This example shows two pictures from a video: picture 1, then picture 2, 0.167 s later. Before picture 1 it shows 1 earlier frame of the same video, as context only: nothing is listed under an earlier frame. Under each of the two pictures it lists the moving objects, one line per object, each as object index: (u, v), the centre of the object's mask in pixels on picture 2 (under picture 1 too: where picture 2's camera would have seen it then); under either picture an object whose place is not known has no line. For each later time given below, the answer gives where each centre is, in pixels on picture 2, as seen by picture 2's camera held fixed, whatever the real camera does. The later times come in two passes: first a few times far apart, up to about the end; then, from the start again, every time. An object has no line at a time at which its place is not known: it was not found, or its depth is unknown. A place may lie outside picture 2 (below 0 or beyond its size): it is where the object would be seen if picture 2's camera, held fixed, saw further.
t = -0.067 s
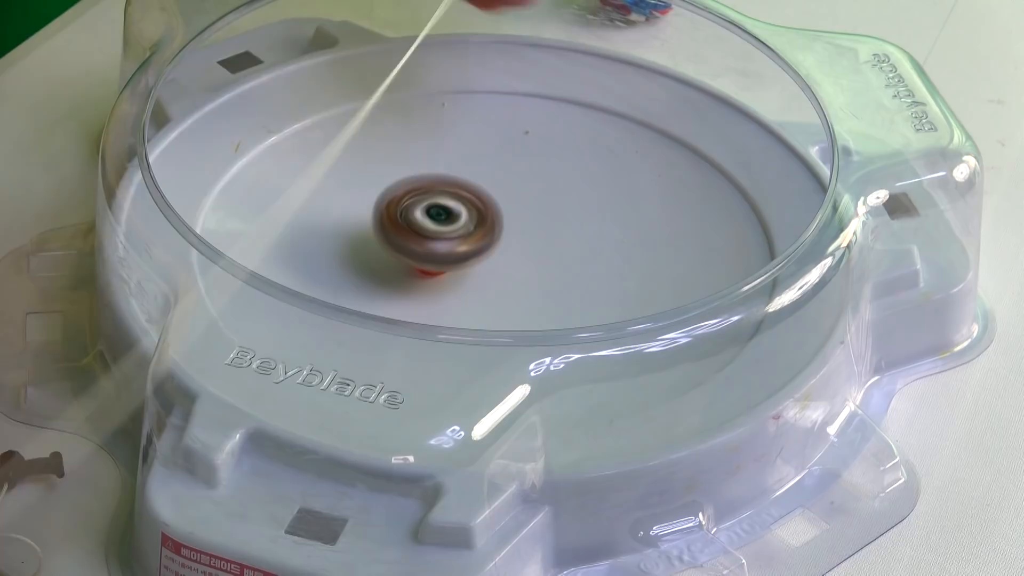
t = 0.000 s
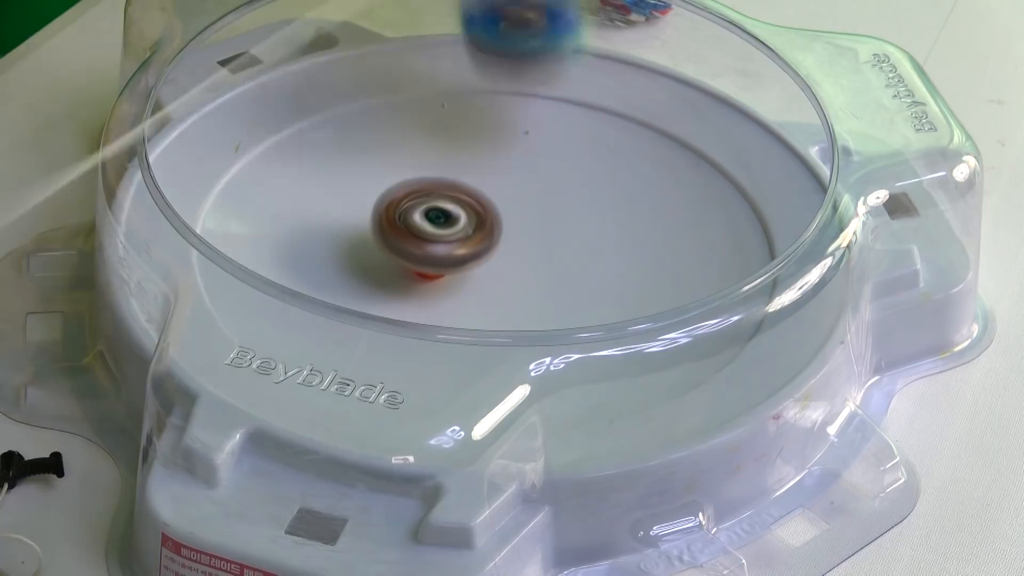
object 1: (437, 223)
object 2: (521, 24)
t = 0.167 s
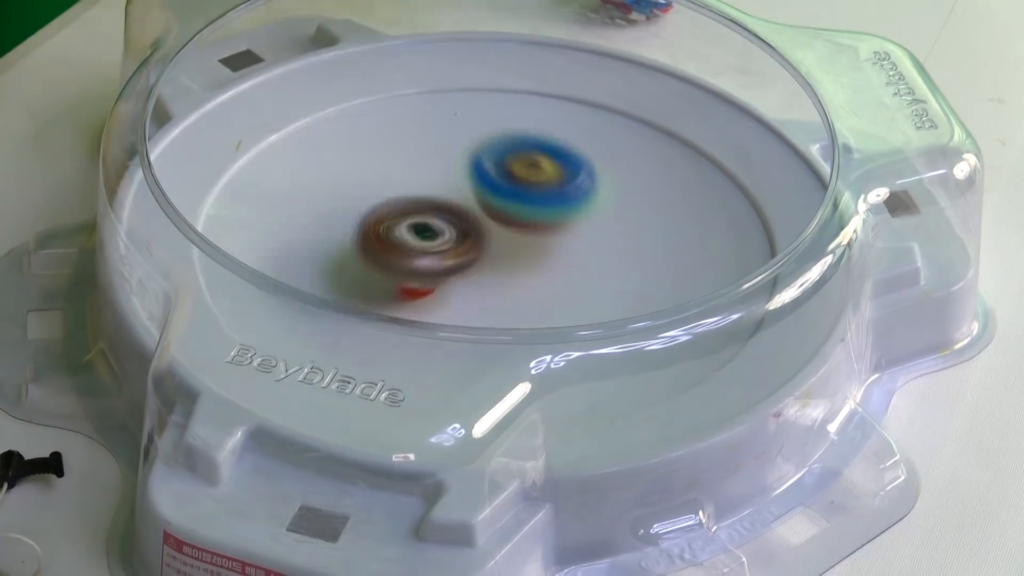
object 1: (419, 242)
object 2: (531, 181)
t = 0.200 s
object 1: (397, 258)
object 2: (553, 214)
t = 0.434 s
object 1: (368, 261)
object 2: (584, 267)
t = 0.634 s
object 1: (375, 236)
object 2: (542, 243)
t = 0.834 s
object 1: (377, 202)
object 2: (534, 214)
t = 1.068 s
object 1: (390, 176)
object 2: (532, 219)
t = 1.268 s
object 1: (404, 164)
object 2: (534, 245)
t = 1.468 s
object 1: (439, 176)
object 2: (575, 236)
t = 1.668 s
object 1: (453, 185)
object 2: (564, 249)
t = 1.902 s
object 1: (450, 187)
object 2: (562, 257)
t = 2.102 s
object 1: (455, 203)
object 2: (583, 262)
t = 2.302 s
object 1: (443, 216)
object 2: (563, 276)
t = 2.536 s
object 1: (423, 218)
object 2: (543, 275)
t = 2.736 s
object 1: (413, 220)
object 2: (555, 262)
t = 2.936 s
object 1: (418, 226)
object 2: (556, 272)
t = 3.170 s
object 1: (416, 222)
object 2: (513, 286)
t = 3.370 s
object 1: (405, 201)
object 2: (528, 258)
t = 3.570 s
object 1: (417, 194)
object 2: (566, 241)
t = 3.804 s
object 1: (434, 200)
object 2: (527, 273)
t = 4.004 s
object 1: (441, 193)
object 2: (493, 277)
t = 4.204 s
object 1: (453, 185)
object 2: (538, 258)
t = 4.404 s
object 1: (464, 183)
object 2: (574, 248)
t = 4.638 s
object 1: (471, 193)
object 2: (534, 276)
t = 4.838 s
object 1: (470, 191)
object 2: (490, 283)
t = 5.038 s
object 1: (472, 167)
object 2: (503, 285)
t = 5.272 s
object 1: (480, 172)
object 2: (540, 268)
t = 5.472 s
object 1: (476, 183)
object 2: (542, 271)
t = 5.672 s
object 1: (478, 196)
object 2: (493, 284)
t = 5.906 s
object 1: (484, 200)
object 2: (462, 286)
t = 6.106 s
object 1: (499, 191)
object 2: (473, 289)
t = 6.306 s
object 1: (509, 193)
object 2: (493, 285)
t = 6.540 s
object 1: (522, 186)
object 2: (487, 281)
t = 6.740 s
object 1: (530, 183)
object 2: (473, 282)
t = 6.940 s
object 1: (529, 184)
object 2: (476, 270)
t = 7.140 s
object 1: (529, 188)
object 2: (475, 269)
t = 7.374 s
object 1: (529, 192)
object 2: (467, 273)
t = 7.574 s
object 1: (527, 196)
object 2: (460, 276)
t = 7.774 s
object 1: (529, 199)
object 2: (464, 276)
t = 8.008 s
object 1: (529, 198)
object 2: (470, 276)
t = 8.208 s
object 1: (529, 196)
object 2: (474, 277)
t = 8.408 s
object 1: (527, 195)
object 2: (469, 277)
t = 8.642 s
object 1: (522, 194)
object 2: (463, 276)
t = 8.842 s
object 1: (517, 195)
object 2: (461, 276)
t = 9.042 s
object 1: (516, 196)
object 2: (455, 276)
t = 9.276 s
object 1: (518, 197)
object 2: (449, 275)
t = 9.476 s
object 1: (523, 196)
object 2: (451, 272)
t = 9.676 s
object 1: (528, 195)
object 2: (455, 270)
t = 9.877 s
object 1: (533, 194)
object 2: (457, 269)
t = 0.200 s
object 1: (397, 258)
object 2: (553, 214)
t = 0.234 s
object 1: (384, 261)
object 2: (567, 220)
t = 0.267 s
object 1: (374, 264)
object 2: (581, 238)
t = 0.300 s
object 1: (369, 264)
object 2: (590, 248)
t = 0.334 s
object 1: (366, 263)
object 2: (594, 255)
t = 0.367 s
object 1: (365, 263)
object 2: (594, 262)
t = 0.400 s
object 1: (366, 261)
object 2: (590, 266)
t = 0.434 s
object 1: (368, 261)
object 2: (584, 267)
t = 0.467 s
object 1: (373, 259)
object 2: (574, 266)
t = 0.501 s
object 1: (379, 257)
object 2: (562, 262)
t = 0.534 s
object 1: (385, 255)
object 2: (550, 256)
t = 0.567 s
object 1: (389, 252)
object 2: (536, 251)
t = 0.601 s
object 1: (382, 245)
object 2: (538, 247)
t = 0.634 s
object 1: (375, 236)
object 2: (542, 243)
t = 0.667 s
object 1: (375, 229)
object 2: (545, 236)
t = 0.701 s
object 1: (379, 225)
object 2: (542, 230)
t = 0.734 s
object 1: (384, 221)
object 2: (535, 224)
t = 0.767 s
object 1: (386, 216)
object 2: (529, 219)
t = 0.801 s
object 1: (380, 208)
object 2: (533, 217)
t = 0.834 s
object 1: (377, 202)
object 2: (534, 214)
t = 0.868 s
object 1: (380, 197)
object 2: (533, 211)
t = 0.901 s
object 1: (383, 193)
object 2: (530, 205)
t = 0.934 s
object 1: (385, 189)
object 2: (528, 203)
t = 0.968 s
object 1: (384, 186)
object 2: (530, 204)
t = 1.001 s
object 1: (384, 181)
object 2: (533, 209)
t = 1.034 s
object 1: (387, 178)
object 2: (534, 213)
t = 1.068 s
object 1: (390, 176)
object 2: (532, 219)
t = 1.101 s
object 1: (395, 175)
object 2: (527, 224)
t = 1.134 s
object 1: (399, 174)
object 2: (520, 229)
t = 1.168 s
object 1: (397, 169)
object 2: (519, 234)
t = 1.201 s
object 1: (398, 165)
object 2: (521, 238)
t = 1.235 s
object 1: (400, 164)
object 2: (526, 242)
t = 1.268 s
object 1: (404, 164)
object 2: (534, 245)
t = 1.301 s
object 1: (408, 163)
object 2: (544, 246)
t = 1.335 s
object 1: (413, 164)
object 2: (556, 246)
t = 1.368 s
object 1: (418, 166)
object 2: (566, 243)
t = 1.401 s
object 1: (424, 168)
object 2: (572, 241)
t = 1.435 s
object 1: (431, 172)
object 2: (575, 238)
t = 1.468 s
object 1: (439, 176)
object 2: (575, 236)
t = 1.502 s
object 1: (446, 181)
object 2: (572, 234)
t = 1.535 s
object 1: (452, 185)
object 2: (570, 234)
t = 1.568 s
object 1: (450, 183)
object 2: (572, 239)
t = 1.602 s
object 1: (450, 183)
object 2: (572, 243)
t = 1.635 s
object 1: (451, 183)
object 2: (569, 246)
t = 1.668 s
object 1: (453, 185)
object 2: (564, 249)
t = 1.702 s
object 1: (453, 186)
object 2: (560, 252)
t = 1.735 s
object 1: (452, 185)
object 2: (559, 255)
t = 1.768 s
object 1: (451, 185)
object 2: (557, 257)
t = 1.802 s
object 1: (452, 186)
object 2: (555, 257)
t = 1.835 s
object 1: (452, 187)
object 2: (553, 256)
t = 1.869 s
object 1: (452, 187)
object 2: (556, 256)
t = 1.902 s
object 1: (450, 187)
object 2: (562, 257)
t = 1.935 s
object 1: (450, 187)
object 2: (569, 258)
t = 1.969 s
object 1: (451, 189)
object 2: (576, 258)
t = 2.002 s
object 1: (451, 191)
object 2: (581, 259)
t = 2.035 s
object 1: (452, 195)
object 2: (583, 259)
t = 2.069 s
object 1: (454, 198)
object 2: (584, 261)
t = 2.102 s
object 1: (455, 203)
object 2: (583, 262)
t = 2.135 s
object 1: (456, 207)
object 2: (580, 263)
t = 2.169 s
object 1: (455, 210)
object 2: (576, 265)
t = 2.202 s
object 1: (453, 213)
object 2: (572, 268)
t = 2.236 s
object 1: (449, 214)
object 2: (570, 271)
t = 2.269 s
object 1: (445, 214)
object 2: (568, 274)
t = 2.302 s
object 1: (443, 216)
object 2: (563, 276)
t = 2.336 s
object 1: (441, 217)
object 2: (556, 277)
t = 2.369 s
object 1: (438, 218)
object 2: (551, 278)
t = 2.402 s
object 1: (435, 218)
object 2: (547, 279)
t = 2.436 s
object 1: (430, 218)
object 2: (547, 279)
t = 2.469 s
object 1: (425, 217)
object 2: (547, 279)
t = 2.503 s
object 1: (424, 217)
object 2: (546, 277)
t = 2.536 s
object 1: (423, 218)
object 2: (543, 275)
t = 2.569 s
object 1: (419, 217)
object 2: (545, 273)
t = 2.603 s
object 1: (416, 217)
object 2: (547, 271)
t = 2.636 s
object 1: (415, 218)
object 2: (548, 267)
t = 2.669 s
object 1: (414, 219)
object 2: (550, 265)
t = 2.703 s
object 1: (413, 219)
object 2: (553, 263)
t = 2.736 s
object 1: (413, 220)
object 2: (555, 262)
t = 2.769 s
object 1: (414, 221)
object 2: (556, 261)
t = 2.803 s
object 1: (416, 222)
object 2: (557, 261)
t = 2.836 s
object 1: (417, 224)
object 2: (557, 262)
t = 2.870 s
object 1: (417, 225)
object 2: (558, 265)
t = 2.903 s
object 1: (419, 226)
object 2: (557, 268)
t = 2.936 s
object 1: (418, 226)
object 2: (556, 272)
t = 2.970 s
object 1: (419, 227)
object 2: (552, 275)
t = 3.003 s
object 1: (420, 227)
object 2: (547, 278)
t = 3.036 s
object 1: (421, 227)
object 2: (539, 281)
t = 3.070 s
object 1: (417, 227)
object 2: (534, 284)
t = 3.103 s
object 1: (415, 223)
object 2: (529, 286)
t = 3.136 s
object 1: (415, 223)
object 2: (521, 286)
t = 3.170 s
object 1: (416, 222)
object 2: (513, 286)
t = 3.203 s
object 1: (412, 218)
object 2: (512, 284)
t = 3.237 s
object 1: (407, 212)
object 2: (514, 282)
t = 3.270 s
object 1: (406, 208)
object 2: (516, 278)
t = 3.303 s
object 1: (407, 206)
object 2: (516, 272)
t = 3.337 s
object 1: (407, 204)
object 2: (520, 264)
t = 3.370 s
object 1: (405, 201)
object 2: (528, 258)
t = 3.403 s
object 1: (405, 197)
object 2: (536, 254)
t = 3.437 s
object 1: (406, 196)
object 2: (545, 249)
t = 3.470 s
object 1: (408, 195)
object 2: (551, 245)
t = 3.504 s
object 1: (410, 194)
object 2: (557, 242)
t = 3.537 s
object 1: (413, 194)
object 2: (562, 241)
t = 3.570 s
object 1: (417, 194)
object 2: (566, 241)
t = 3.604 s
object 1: (421, 196)
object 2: (567, 243)
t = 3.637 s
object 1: (425, 196)
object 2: (567, 247)
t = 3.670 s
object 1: (427, 198)
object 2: (562, 252)
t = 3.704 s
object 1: (431, 199)
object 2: (553, 257)
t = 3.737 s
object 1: (432, 200)
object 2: (545, 263)
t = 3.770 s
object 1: (432, 200)
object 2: (538, 269)
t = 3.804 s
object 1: (434, 200)
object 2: (527, 273)
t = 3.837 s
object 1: (434, 200)
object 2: (518, 276)
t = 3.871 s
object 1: (436, 199)
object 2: (509, 278)
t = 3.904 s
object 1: (437, 199)
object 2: (499, 279)
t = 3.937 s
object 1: (437, 196)
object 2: (495, 279)
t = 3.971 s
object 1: (439, 194)
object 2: (493, 279)
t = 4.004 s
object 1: (441, 193)
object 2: (493, 277)
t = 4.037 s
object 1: (442, 191)
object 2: (499, 276)
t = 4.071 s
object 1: (444, 189)
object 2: (508, 274)
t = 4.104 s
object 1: (446, 187)
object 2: (516, 271)
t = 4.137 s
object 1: (449, 186)
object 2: (524, 267)
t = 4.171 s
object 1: (451, 186)
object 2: (531, 262)
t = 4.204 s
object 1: (453, 185)
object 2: (538, 258)
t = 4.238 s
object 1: (454, 184)
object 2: (546, 256)
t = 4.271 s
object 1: (455, 183)
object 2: (554, 253)
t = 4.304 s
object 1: (457, 182)
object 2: (561, 251)
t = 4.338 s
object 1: (460, 183)
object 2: (566, 249)
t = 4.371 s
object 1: (462, 183)
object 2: (570, 247)
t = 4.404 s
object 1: (464, 183)
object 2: (574, 248)
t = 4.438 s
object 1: (466, 184)
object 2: (575, 249)
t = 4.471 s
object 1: (467, 186)
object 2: (572, 252)
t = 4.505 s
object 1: (468, 187)
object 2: (567, 258)
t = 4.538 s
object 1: (469, 189)
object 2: (561, 264)
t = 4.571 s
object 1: (470, 190)
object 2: (551, 268)
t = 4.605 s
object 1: (470, 191)
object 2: (542, 273)
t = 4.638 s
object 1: (471, 193)
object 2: (534, 276)
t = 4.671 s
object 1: (472, 193)
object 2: (523, 278)
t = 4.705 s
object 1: (471, 193)
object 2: (514, 280)
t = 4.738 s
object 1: (471, 194)
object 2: (507, 281)
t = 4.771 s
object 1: (472, 194)
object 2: (498, 282)
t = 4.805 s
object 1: (472, 194)
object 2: (491, 283)
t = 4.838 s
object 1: (470, 191)
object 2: (490, 283)
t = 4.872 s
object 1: (471, 190)
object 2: (489, 282)
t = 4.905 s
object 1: (471, 190)
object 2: (487, 281)
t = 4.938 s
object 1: (472, 190)
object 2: (487, 279)
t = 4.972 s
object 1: (471, 183)
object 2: (492, 282)
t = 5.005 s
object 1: (471, 173)
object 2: (499, 284)
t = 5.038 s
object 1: (472, 167)
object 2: (503, 285)
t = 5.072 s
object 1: (474, 166)
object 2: (509, 286)
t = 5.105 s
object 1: (476, 166)
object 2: (514, 285)
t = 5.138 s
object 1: (477, 167)
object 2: (520, 283)
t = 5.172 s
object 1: (478, 168)
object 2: (525, 280)
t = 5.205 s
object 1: (479, 168)
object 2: (529, 277)
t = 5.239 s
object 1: (479, 170)
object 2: (534, 272)
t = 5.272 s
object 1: (480, 172)
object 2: (540, 268)
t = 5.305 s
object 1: (481, 173)
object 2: (545, 264)
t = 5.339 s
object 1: (481, 175)
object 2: (548, 261)
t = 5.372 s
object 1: (481, 177)
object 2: (548, 261)
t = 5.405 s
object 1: (481, 180)
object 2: (547, 262)
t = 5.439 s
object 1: (478, 182)
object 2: (546, 266)
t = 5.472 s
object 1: (476, 183)
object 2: (542, 271)
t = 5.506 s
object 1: (477, 185)
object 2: (535, 274)
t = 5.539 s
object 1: (477, 188)
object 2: (526, 277)
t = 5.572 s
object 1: (477, 190)
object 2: (517, 279)
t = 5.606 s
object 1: (478, 192)
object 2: (509, 281)
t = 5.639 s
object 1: (477, 193)
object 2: (501, 283)
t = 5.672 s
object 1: (478, 196)
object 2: (493, 284)
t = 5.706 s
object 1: (479, 198)
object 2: (485, 284)
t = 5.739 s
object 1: (478, 198)
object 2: (480, 286)
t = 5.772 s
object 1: (479, 199)
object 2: (476, 286)
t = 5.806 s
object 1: (480, 200)
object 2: (472, 286)
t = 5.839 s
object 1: (482, 200)
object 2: (469, 286)
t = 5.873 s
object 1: (483, 200)
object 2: (465, 286)
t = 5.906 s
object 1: (484, 200)
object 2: (462, 286)
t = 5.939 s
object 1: (486, 201)
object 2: (462, 285)
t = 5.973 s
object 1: (488, 200)
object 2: (461, 285)
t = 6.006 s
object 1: (490, 195)
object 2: (464, 287)
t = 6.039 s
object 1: (493, 191)
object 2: (466, 288)
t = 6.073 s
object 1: (495, 190)
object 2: (469, 289)
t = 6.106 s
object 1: (499, 191)
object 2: (473, 289)
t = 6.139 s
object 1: (500, 191)
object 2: (477, 289)
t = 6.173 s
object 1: (502, 191)
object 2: (481, 289)
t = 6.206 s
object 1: (504, 191)
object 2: (484, 289)
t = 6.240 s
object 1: (505, 192)
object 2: (488, 288)
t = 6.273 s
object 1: (507, 192)
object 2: (491, 286)
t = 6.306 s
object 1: (509, 193)
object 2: (493, 285)
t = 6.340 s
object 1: (511, 193)
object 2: (495, 283)
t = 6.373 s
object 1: (513, 192)
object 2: (496, 281)
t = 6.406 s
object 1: (513, 192)
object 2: (496, 280)
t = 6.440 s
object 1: (514, 191)
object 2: (494, 280)
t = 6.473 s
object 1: (516, 191)
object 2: (493, 279)
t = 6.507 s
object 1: (518, 191)
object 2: (491, 279)
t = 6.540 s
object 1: (522, 186)
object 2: (487, 281)
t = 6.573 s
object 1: (525, 183)
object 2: (483, 283)
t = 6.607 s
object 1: (527, 182)
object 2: (479, 284)
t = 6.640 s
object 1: (529, 182)
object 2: (476, 284)
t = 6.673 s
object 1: (529, 183)
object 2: (474, 283)
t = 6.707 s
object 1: (530, 183)
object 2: (473, 282)
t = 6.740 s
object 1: (530, 183)
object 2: (473, 282)
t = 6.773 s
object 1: (530, 184)
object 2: (474, 278)
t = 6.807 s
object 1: (530, 185)
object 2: (475, 276)
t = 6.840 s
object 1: (529, 186)
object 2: (475, 273)
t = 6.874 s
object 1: (529, 186)
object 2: (477, 270)
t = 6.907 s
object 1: (529, 186)
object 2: (478, 268)
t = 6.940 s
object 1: (529, 184)
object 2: (476, 270)
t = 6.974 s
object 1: (529, 183)
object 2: (475, 271)
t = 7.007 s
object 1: (530, 184)
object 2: (474, 271)
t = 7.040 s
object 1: (530, 185)
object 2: (474, 271)
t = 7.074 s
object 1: (529, 185)
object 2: (474, 270)
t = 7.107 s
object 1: (529, 186)
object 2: (474, 270)
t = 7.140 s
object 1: (529, 188)
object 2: (475, 269)
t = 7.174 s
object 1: (529, 187)
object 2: (474, 269)
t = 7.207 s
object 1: (529, 187)
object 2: (473, 270)
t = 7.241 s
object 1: (530, 188)
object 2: (472, 271)
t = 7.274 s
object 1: (530, 189)
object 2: (471, 272)
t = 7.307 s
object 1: (529, 191)
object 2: (471, 272)
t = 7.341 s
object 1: (529, 191)
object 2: (469, 273)
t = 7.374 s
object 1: (529, 192)
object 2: (467, 273)
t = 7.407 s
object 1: (528, 193)
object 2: (466, 274)
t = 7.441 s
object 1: (528, 194)
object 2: (465, 274)
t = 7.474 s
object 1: (527, 195)
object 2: (464, 274)
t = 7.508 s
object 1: (527, 197)
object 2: (463, 274)
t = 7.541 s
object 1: (528, 196)
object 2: (462, 275)
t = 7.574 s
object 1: (527, 196)
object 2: (460, 276)
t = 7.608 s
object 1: (529, 198)
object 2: (460, 276)
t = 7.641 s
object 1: (529, 199)
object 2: (461, 275)
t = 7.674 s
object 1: (529, 199)
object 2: (462, 275)
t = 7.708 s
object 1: (529, 198)
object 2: (463, 275)
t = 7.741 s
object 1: (528, 198)
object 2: (464, 276)
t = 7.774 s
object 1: (529, 199)
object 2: (464, 276)
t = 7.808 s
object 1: (529, 198)
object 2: (466, 276)
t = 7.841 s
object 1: (528, 198)
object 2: (468, 275)
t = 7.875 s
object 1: (528, 198)
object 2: (468, 276)
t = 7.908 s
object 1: (529, 198)
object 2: (468, 276)
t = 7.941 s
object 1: (529, 198)
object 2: (468, 276)
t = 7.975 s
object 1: (529, 198)
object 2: (469, 276)
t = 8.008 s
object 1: (529, 198)
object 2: (470, 276)
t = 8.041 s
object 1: (530, 198)
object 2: (471, 276)
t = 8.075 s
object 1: (529, 197)
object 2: (472, 276)
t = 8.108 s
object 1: (530, 197)
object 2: (473, 277)
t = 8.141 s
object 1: (530, 196)
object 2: (473, 277)
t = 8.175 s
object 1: (529, 197)
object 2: (473, 277)
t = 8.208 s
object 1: (529, 196)
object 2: (474, 277)
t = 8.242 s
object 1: (529, 196)
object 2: (474, 277)
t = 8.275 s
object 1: (527, 196)
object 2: (474, 277)
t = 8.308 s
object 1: (528, 195)
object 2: (474, 277)
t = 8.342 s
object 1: (527, 195)
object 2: (473, 276)
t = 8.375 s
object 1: (526, 195)
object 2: (472, 276)
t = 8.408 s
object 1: (527, 195)
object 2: (469, 277)
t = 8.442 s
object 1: (526, 194)
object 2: (467, 277)
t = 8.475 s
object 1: (525, 195)
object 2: (465, 276)
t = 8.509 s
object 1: (525, 195)
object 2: (465, 276)
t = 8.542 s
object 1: (524, 195)
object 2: (465, 276)
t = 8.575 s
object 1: (523, 194)
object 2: (464, 275)
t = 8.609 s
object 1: (522, 193)
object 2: (464, 276)
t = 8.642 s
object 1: (522, 194)
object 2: (463, 276)
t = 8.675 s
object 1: (522, 195)
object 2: (463, 276)
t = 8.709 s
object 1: (521, 195)
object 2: (463, 275)
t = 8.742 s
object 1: (519, 194)
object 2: (463, 275)
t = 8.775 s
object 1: (519, 195)
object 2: (462, 276)
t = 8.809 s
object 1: (520, 195)
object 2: (461, 276)
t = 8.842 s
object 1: (517, 195)
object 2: (461, 276)
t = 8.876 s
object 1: (517, 196)
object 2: (461, 276)
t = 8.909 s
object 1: (518, 195)
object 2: (460, 276)
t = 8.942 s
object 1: (516, 195)
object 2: (459, 276)
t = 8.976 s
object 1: (516, 196)
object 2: (458, 276)
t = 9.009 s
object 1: (517, 196)
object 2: (456, 276)
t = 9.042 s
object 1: (516, 196)
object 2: (455, 276)
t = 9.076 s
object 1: (515, 197)
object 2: (456, 276)
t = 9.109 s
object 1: (516, 197)
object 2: (457, 276)
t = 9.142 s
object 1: (516, 196)
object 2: (458, 275)
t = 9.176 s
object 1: (515, 197)
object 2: (457, 275)
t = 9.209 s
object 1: (518, 196)
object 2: (453, 275)
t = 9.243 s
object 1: (518, 196)
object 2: (450, 276)
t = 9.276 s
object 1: (518, 197)
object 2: (449, 275)
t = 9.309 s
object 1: (519, 198)
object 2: (450, 275)
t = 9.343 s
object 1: (520, 197)
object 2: (452, 273)
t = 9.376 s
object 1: (520, 197)
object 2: (453, 272)
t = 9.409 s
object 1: (522, 196)
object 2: (452, 272)
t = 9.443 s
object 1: (522, 196)
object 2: (450, 273)
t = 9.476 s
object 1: (523, 196)
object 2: (451, 272)
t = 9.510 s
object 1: (525, 197)
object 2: (453, 271)
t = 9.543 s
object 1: (525, 196)
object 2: (453, 270)
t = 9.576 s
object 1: (525, 195)
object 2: (453, 270)
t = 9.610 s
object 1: (525, 195)
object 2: (452, 271)
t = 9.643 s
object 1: (527, 195)
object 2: (453, 270)
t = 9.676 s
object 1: (528, 195)
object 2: (455, 270)
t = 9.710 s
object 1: (528, 195)
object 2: (456, 270)
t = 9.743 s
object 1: (530, 193)
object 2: (455, 270)
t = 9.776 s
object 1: (531, 193)
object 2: (453, 271)
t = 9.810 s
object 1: (531, 194)
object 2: (454, 271)
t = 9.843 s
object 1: (533, 194)
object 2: (456, 270)
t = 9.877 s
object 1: (533, 194)
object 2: (457, 269)
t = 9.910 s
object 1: (533, 194)
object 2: (459, 268)
